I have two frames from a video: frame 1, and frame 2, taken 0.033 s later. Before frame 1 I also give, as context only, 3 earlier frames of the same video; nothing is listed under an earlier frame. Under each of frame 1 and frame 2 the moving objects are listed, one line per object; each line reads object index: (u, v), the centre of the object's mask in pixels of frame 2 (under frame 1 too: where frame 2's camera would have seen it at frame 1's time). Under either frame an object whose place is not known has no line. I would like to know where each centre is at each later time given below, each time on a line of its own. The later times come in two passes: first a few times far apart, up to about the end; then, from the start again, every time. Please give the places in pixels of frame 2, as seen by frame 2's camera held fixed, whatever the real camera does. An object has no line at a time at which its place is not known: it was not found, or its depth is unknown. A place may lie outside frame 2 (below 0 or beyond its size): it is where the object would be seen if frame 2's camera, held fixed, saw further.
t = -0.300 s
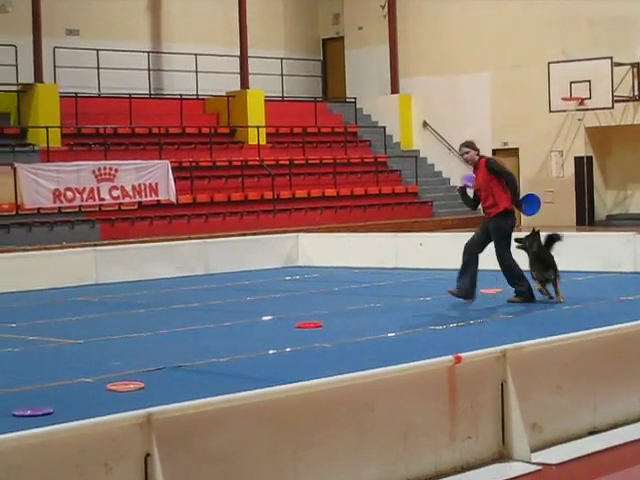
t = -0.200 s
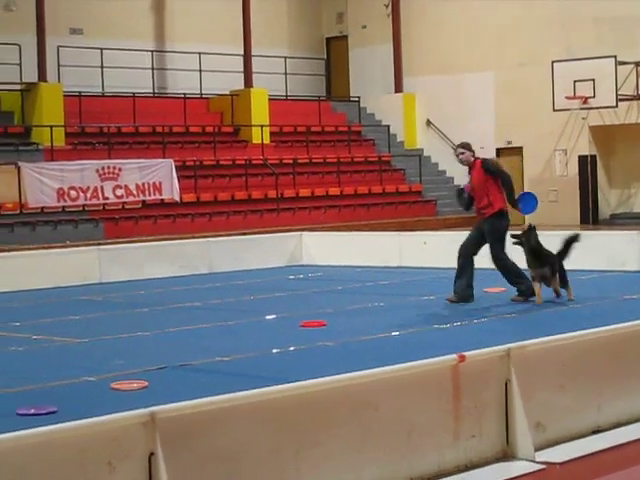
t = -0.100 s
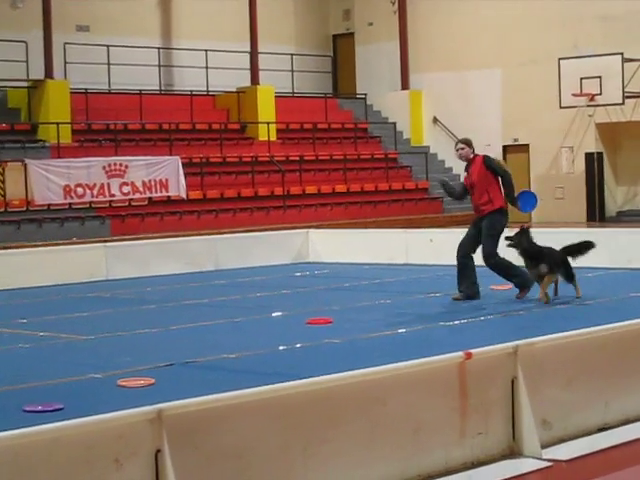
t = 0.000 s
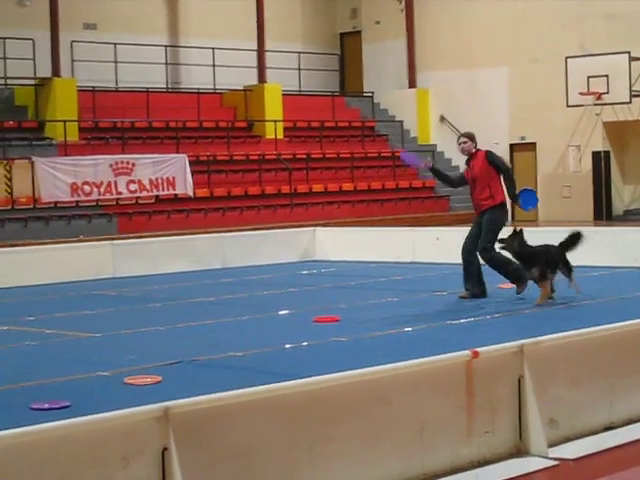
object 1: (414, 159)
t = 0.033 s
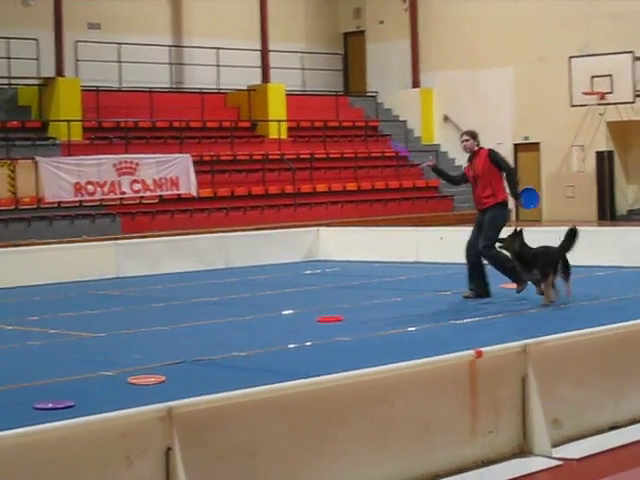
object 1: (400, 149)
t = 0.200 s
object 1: (339, 106)
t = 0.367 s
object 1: (287, 78)
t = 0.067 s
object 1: (385, 138)
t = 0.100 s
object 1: (373, 130)
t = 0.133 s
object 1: (363, 124)
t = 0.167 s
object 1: (350, 115)
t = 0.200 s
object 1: (339, 106)
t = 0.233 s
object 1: (329, 100)
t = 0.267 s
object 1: (316, 93)
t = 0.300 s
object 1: (306, 87)
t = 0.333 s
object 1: (294, 82)
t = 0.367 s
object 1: (287, 78)
